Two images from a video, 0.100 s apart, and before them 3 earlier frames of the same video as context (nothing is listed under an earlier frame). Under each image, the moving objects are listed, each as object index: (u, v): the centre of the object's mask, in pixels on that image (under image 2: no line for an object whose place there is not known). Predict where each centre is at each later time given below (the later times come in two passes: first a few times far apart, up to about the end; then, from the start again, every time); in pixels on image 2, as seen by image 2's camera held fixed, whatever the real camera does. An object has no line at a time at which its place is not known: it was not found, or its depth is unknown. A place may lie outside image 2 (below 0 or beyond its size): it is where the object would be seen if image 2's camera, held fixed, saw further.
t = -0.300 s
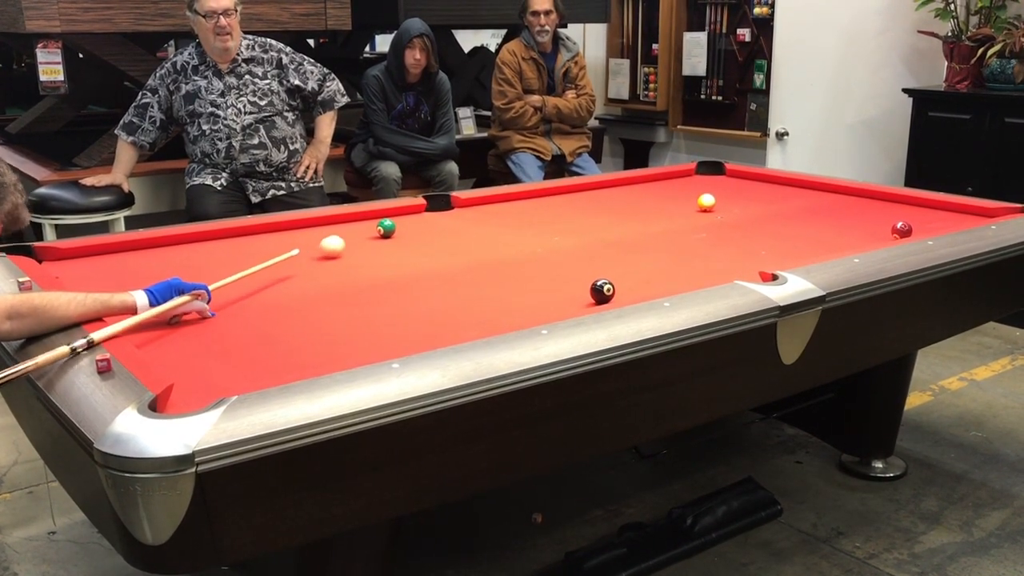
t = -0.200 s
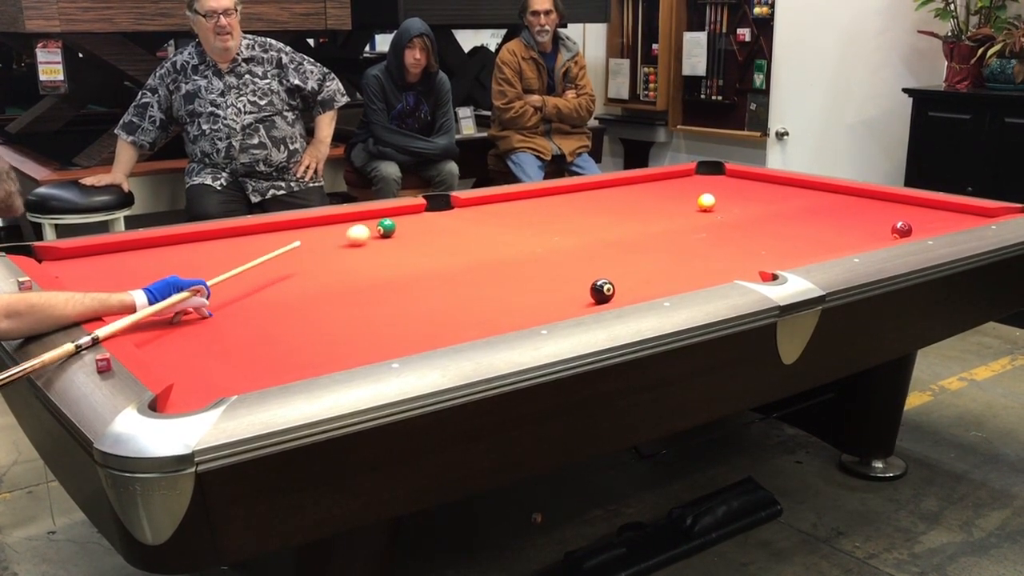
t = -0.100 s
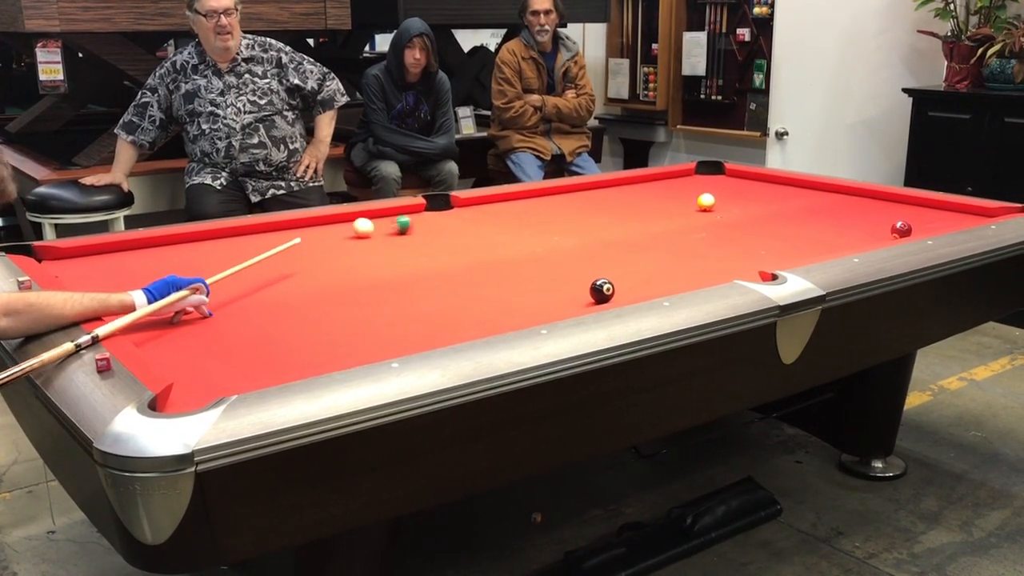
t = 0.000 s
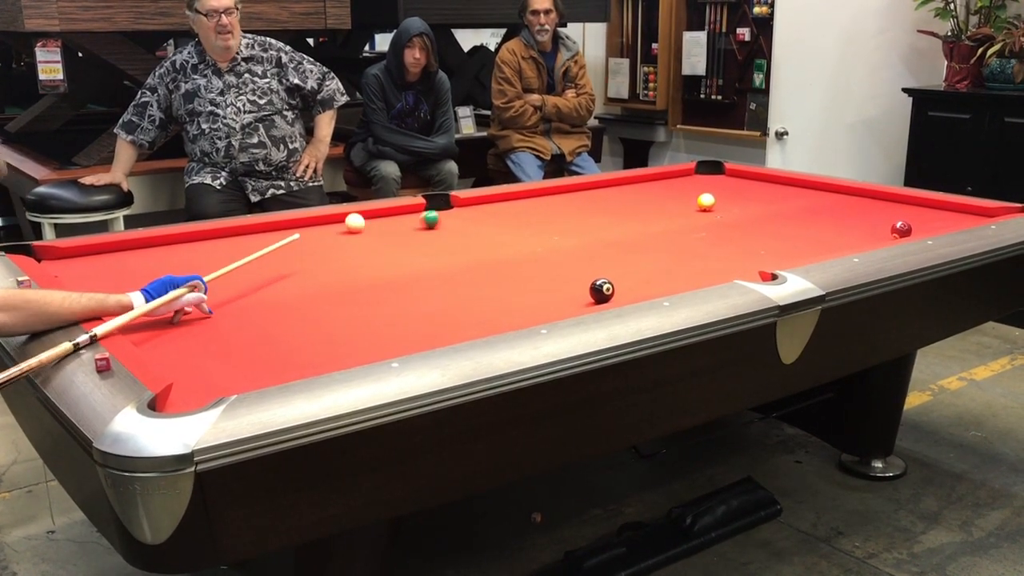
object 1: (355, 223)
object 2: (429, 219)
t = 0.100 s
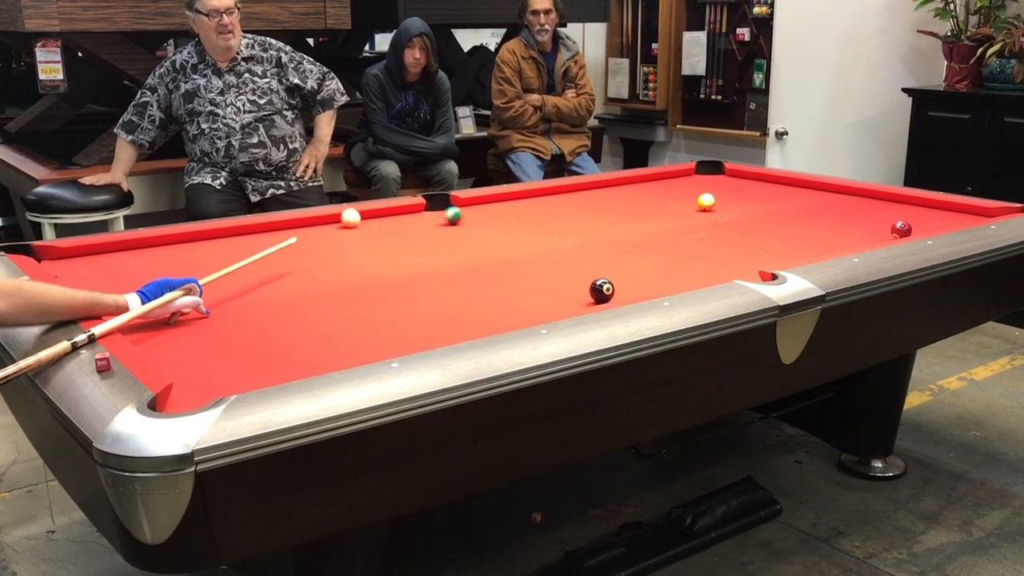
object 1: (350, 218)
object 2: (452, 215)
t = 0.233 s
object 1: (359, 217)
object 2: (479, 211)
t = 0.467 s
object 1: (386, 220)
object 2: (521, 203)
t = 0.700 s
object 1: (411, 223)
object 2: (561, 196)
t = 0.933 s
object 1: (436, 226)
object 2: (596, 190)
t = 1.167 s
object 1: (461, 229)
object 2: (629, 184)
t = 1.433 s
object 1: (489, 233)
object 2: (662, 178)
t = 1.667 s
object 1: (513, 235)
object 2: (689, 173)
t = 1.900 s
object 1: (535, 238)
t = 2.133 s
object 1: (557, 241)
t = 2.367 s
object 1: (578, 243)
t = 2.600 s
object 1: (598, 245)
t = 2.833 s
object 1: (618, 247)
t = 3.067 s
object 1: (637, 249)
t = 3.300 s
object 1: (654, 251)
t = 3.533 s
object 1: (670, 253)
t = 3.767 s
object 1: (684, 254)
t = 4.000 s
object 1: (698, 256)
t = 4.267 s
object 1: (711, 257)
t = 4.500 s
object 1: (721, 258)
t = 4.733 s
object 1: (729, 259)
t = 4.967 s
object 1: (736, 260)
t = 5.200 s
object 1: (742, 260)
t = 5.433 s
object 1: (745, 260)
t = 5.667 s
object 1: (747, 260)
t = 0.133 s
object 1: (349, 216)
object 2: (460, 214)
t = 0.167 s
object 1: (350, 215)
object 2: (466, 213)
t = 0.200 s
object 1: (354, 216)
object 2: (473, 212)
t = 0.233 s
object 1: (359, 217)
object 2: (479, 211)
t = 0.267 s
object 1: (363, 217)
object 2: (486, 209)
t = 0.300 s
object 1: (367, 218)
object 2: (492, 209)
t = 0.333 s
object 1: (370, 219)
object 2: (498, 207)
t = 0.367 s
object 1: (374, 219)
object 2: (505, 206)
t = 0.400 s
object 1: (378, 219)
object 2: (510, 205)
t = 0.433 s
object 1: (382, 220)
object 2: (516, 204)
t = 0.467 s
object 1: (386, 220)
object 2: (521, 203)
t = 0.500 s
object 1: (389, 221)
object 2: (528, 202)
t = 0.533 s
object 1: (393, 221)
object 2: (533, 201)
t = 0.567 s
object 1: (396, 221)
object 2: (539, 200)
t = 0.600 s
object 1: (400, 222)
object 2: (545, 199)
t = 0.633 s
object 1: (404, 222)
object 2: (550, 198)
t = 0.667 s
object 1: (408, 223)
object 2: (555, 197)
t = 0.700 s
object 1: (411, 223)
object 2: (561, 196)
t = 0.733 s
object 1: (415, 223)
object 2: (566, 195)
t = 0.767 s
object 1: (419, 224)
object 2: (571, 194)
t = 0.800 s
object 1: (422, 225)
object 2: (577, 193)
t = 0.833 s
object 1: (426, 225)
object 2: (582, 192)
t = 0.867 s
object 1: (429, 225)
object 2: (587, 191)
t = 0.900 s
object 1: (433, 226)
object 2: (591, 191)
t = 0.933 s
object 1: (436, 226)
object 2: (596, 190)
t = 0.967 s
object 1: (440, 227)
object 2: (601, 189)
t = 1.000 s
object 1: (444, 227)
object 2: (606, 188)
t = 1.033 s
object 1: (447, 227)
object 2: (610, 187)
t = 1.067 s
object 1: (451, 228)
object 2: (615, 186)
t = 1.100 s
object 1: (454, 228)
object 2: (620, 185)
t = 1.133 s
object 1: (458, 229)
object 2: (624, 185)
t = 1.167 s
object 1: (461, 229)
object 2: (629, 184)
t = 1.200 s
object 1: (465, 230)
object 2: (634, 183)
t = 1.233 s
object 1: (468, 230)
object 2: (638, 182)
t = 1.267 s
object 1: (472, 231)
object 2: (642, 182)
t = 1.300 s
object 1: (475, 231)
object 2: (646, 181)
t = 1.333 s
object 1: (479, 231)
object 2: (650, 180)
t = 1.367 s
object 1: (482, 232)
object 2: (654, 179)
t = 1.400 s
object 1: (486, 232)
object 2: (658, 179)
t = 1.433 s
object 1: (489, 233)
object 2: (662, 178)
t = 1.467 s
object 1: (492, 233)
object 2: (667, 177)
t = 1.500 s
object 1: (496, 233)
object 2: (671, 177)
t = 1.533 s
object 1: (499, 234)
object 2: (674, 176)
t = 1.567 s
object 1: (502, 234)
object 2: (678, 175)
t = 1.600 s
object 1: (506, 234)
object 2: (682, 175)
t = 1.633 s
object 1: (509, 235)
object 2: (686, 174)
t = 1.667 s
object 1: (513, 235)
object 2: (689, 173)
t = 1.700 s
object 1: (516, 236)
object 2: (693, 172)
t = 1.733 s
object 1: (519, 236)
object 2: (697, 172)
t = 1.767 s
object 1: (522, 236)
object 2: (700, 171)
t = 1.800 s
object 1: (525, 237)
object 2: (704, 170)
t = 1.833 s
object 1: (529, 237)
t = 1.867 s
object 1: (532, 238)
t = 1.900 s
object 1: (535, 238)
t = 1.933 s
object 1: (539, 238)
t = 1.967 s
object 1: (542, 238)
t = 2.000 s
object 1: (545, 239)
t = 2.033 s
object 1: (548, 239)
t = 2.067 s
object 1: (551, 240)
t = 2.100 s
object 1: (554, 240)
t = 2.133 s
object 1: (557, 241)
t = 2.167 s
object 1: (560, 241)
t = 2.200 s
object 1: (563, 241)
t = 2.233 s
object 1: (567, 242)
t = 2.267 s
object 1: (569, 242)
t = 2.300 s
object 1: (572, 242)
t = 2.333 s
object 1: (575, 243)
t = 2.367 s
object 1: (578, 243)
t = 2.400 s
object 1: (581, 243)
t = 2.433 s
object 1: (584, 244)
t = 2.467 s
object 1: (587, 244)
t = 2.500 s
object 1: (590, 244)
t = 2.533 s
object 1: (593, 245)
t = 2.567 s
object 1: (596, 245)
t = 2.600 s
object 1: (598, 245)
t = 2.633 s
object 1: (602, 246)
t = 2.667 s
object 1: (604, 246)
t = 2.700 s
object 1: (607, 246)
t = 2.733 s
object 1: (610, 246)
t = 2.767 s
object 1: (613, 247)
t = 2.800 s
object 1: (615, 247)
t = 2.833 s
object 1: (618, 247)
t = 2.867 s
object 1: (621, 248)
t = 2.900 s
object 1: (623, 248)
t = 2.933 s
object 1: (626, 248)
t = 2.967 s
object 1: (629, 249)
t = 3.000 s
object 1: (631, 249)
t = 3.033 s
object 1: (634, 249)
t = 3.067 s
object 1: (637, 249)
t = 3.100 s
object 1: (639, 250)
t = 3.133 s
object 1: (642, 250)
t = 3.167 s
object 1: (644, 250)
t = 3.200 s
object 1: (646, 250)
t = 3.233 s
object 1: (649, 251)
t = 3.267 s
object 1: (651, 251)
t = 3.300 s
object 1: (654, 251)
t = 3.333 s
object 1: (656, 252)
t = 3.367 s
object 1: (659, 252)
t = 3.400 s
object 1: (661, 252)
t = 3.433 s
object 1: (663, 252)
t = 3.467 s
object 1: (665, 253)
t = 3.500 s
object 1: (667, 253)
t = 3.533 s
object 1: (670, 253)
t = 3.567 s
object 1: (672, 253)
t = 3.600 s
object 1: (674, 253)
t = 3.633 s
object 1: (676, 253)
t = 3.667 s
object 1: (678, 254)
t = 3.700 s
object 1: (681, 254)
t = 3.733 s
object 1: (682, 254)
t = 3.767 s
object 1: (684, 254)
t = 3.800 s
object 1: (686, 255)
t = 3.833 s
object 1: (688, 255)
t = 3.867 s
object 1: (690, 255)
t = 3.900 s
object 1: (692, 255)
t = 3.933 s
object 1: (694, 255)
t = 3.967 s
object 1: (696, 256)
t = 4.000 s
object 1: (698, 256)
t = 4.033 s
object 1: (700, 256)
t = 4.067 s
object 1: (701, 256)
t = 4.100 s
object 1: (703, 256)
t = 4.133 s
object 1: (704, 257)
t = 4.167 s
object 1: (706, 257)
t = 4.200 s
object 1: (708, 257)
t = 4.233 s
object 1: (710, 257)
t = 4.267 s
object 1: (711, 257)
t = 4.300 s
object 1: (713, 257)
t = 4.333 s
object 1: (714, 257)
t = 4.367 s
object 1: (715, 258)
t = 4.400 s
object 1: (717, 257)
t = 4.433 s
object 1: (718, 257)
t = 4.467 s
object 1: (720, 258)
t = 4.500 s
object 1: (721, 258)
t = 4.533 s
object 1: (722, 258)
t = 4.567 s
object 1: (724, 258)
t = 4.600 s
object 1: (725, 258)
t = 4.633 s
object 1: (726, 259)
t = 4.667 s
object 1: (727, 259)
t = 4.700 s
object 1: (728, 259)
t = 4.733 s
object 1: (729, 259)
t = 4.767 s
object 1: (731, 259)
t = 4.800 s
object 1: (732, 259)
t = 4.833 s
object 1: (733, 259)
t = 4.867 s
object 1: (734, 259)
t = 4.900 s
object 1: (734, 259)
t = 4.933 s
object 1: (735, 260)
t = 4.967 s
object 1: (736, 260)
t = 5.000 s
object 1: (737, 260)
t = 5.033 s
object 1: (738, 260)
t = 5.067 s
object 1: (739, 260)
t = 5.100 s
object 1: (740, 259)
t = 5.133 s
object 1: (740, 260)
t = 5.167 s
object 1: (741, 260)
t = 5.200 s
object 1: (742, 260)
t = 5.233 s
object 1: (742, 260)
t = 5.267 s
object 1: (743, 260)
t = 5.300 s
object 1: (743, 260)
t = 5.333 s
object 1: (744, 260)
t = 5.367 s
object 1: (744, 260)
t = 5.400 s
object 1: (745, 260)
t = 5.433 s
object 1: (745, 260)
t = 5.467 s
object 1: (745, 260)
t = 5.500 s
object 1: (746, 260)
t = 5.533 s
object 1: (746, 260)
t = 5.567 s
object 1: (746, 260)
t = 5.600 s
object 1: (746, 260)
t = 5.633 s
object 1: (747, 260)
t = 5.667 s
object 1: (747, 260)
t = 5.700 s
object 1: (747, 260)
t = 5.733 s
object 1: (747, 260)
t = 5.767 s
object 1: (747, 260)
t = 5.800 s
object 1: (747, 260)
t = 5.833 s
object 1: (748, 260)
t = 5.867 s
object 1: (748, 260)
